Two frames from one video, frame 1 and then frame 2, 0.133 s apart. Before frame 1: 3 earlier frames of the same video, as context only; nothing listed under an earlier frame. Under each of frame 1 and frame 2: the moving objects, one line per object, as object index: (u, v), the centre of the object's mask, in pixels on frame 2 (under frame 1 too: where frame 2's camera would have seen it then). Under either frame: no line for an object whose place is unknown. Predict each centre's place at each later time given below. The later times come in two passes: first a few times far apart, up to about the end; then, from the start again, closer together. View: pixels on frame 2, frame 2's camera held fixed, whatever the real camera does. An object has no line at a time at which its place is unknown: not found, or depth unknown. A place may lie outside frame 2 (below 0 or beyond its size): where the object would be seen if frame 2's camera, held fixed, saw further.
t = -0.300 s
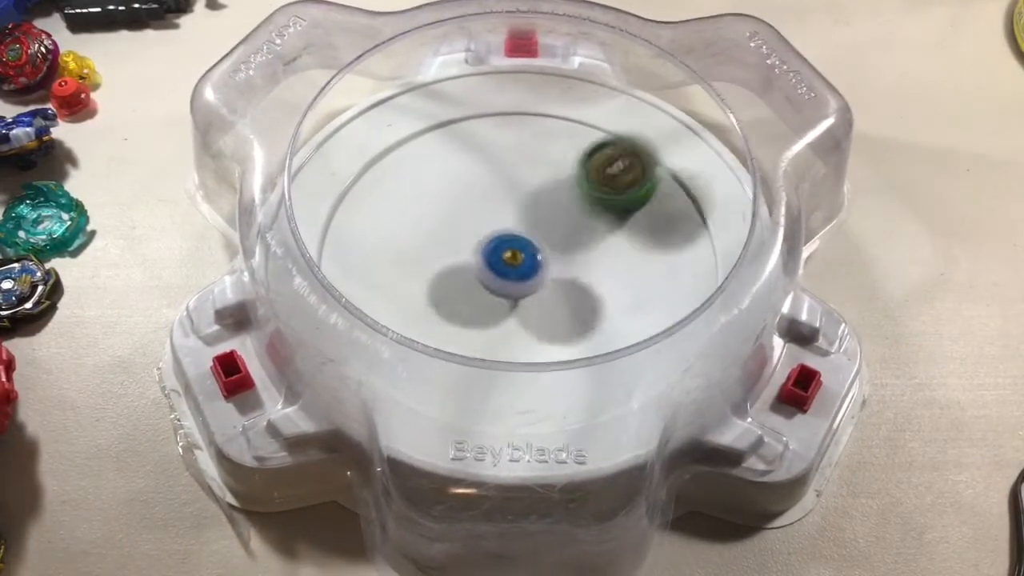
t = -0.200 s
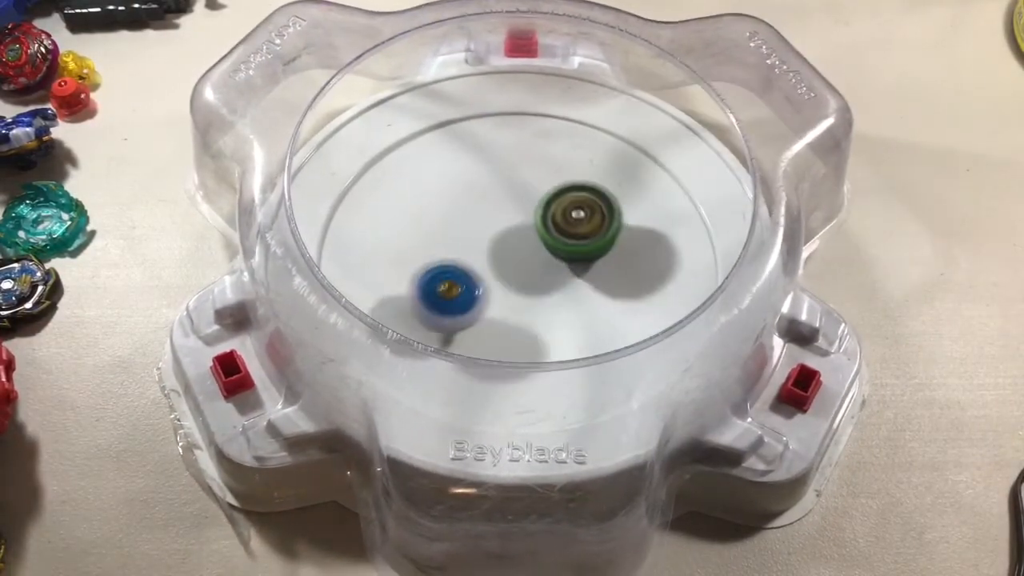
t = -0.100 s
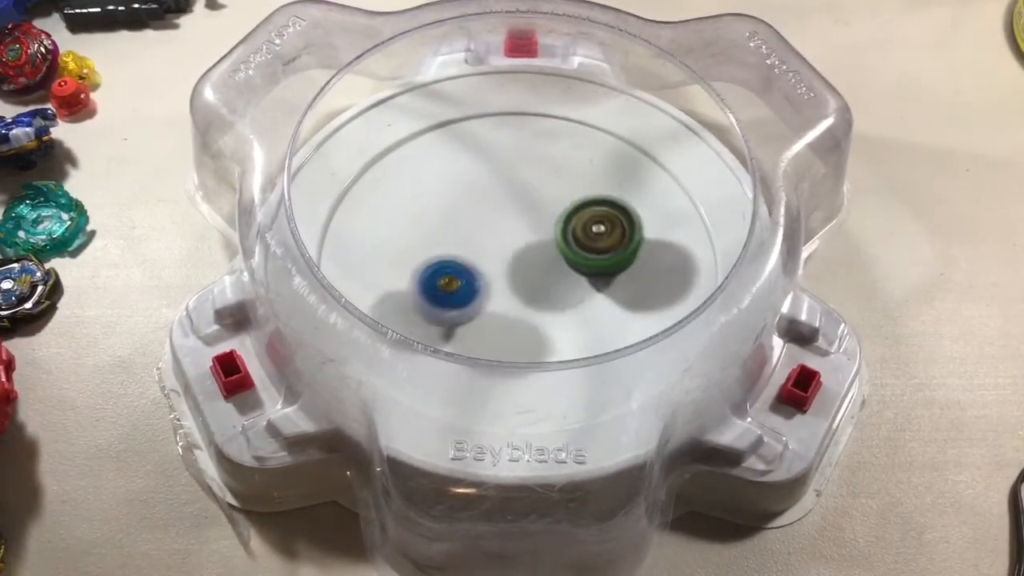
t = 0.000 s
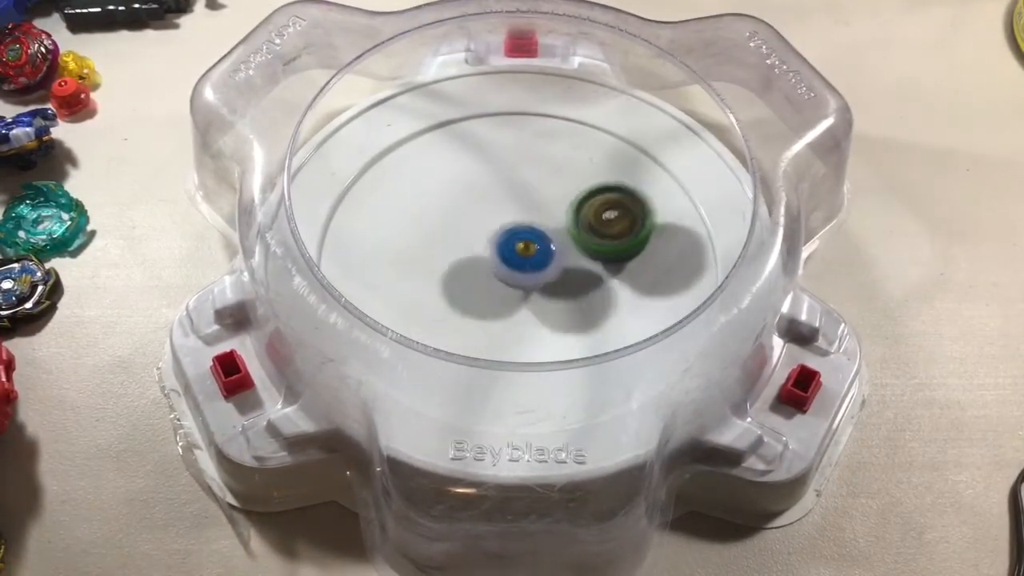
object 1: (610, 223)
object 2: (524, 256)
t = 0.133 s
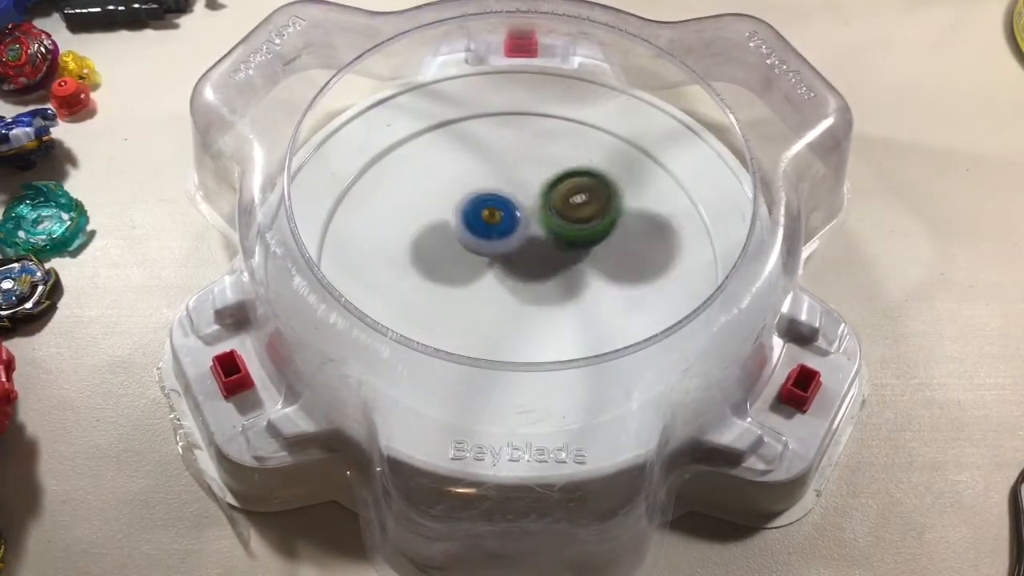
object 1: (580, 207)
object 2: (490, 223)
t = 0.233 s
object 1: (584, 268)
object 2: (447, 245)
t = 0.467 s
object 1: (621, 260)
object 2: (546, 207)
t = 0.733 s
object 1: (569, 366)
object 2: (523, 228)
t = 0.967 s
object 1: (578, 254)
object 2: (487, 197)
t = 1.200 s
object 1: (583, 386)
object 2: (454, 155)
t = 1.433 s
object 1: (492, 182)
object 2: (442, 253)
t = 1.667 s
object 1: (411, 306)
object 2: (554, 243)
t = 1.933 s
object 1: (587, 159)
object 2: (535, 222)
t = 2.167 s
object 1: (435, 231)
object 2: (547, 265)
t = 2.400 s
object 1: (531, 293)
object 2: (602, 245)
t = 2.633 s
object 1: (511, 301)
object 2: (518, 220)
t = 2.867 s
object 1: (503, 284)
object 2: (564, 226)
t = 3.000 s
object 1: (502, 295)
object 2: (594, 210)
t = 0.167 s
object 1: (572, 225)
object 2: (468, 227)
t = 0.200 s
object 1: (576, 246)
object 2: (448, 233)
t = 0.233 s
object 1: (584, 268)
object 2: (447, 245)
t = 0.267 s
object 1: (596, 284)
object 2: (462, 259)
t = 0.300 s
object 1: (609, 292)
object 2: (492, 270)
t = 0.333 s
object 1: (616, 293)
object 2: (526, 272)
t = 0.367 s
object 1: (626, 291)
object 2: (546, 262)
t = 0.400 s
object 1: (634, 283)
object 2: (554, 245)
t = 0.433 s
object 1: (632, 272)
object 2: (555, 226)
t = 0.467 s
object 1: (621, 260)
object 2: (546, 207)
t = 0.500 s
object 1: (604, 253)
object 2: (529, 194)
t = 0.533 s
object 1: (581, 252)
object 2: (507, 190)
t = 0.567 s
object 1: (555, 260)
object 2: (488, 198)
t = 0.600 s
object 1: (532, 274)
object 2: (480, 213)
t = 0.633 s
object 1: (519, 305)
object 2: (479, 217)
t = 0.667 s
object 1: (526, 328)
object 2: (486, 216)
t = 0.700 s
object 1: (542, 353)
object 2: (504, 221)
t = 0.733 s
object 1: (569, 366)
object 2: (523, 228)
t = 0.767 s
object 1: (601, 368)
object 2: (538, 239)
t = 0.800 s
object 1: (628, 356)
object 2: (544, 248)
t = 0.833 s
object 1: (639, 329)
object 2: (548, 253)
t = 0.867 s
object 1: (633, 294)
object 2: (549, 251)
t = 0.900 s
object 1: (622, 273)
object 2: (532, 237)
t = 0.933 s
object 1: (610, 261)
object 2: (503, 213)
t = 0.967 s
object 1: (578, 254)
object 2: (487, 197)
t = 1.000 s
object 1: (540, 255)
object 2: (484, 193)
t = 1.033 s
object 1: (509, 291)
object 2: (483, 163)
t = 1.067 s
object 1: (494, 325)
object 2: (478, 134)
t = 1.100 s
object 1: (497, 361)
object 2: (474, 120)
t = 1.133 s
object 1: (514, 386)
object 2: (469, 121)
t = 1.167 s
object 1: (546, 395)
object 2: (462, 135)
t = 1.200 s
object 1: (583, 386)
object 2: (454, 155)
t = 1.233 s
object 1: (611, 360)
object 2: (447, 177)
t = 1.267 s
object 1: (619, 319)
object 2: (443, 197)
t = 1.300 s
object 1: (611, 286)
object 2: (445, 217)
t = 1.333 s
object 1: (580, 251)
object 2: (455, 232)
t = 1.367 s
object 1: (545, 220)
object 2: (463, 242)
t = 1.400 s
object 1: (525, 197)
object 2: (442, 249)
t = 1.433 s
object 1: (492, 182)
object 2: (442, 253)
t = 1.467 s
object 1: (456, 177)
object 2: (458, 257)
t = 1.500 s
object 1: (420, 182)
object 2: (482, 261)
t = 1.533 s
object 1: (389, 197)
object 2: (503, 261)
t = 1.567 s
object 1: (369, 223)
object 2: (526, 257)
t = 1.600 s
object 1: (362, 255)
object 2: (542, 250)
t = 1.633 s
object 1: (380, 283)
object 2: (551, 245)
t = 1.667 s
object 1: (411, 306)
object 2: (554, 243)
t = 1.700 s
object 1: (455, 323)
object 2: (553, 242)
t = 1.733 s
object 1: (505, 326)
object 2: (548, 242)
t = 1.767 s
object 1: (560, 313)
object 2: (542, 242)
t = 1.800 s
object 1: (602, 287)
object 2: (535, 233)
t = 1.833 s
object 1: (627, 256)
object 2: (529, 221)
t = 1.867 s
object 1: (631, 218)
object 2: (530, 213)
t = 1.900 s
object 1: (614, 185)
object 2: (538, 211)
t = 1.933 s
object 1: (587, 159)
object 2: (535, 222)
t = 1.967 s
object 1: (557, 143)
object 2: (532, 236)
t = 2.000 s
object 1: (518, 134)
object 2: (532, 245)
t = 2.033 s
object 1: (478, 136)
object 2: (535, 252)
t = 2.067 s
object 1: (445, 152)
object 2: (540, 259)
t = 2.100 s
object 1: (426, 176)
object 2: (544, 262)
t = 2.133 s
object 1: (424, 204)
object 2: (546, 263)
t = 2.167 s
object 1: (435, 231)
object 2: (547, 265)
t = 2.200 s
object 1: (458, 259)
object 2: (548, 265)
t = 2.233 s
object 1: (469, 280)
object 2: (571, 265)
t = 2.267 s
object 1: (487, 293)
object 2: (592, 266)
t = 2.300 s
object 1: (516, 304)
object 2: (595, 269)
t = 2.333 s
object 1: (524, 311)
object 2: (606, 261)
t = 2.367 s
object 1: (531, 303)
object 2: (604, 254)
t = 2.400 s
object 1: (531, 293)
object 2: (602, 245)
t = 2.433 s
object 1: (528, 287)
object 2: (597, 239)
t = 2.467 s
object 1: (519, 283)
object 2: (589, 235)
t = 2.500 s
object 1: (513, 288)
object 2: (575, 232)
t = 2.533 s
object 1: (510, 297)
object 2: (555, 233)
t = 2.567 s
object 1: (510, 300)
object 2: (539, 234)
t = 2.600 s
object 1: (509, 302)
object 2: (525, 229)
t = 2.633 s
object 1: (511, 301)
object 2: (518, 220)
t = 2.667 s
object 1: (511, 295)
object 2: (519, 213)
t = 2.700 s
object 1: (511, 286)
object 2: (526, 214)
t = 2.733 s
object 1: (507, 282)
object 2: (538, 213)
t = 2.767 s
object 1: (499, 279)
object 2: (550, 213)
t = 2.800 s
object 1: (489, 282)
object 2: (561, 212)
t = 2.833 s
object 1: (491, 284)
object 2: (565, 217)
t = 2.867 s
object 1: (503, 284)
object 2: (564, 226)
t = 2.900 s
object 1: (498, 297)
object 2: (585, 215)
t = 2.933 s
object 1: (496, 304)
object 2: (603, 203)
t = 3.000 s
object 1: (502, 295)
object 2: (594, 210)
